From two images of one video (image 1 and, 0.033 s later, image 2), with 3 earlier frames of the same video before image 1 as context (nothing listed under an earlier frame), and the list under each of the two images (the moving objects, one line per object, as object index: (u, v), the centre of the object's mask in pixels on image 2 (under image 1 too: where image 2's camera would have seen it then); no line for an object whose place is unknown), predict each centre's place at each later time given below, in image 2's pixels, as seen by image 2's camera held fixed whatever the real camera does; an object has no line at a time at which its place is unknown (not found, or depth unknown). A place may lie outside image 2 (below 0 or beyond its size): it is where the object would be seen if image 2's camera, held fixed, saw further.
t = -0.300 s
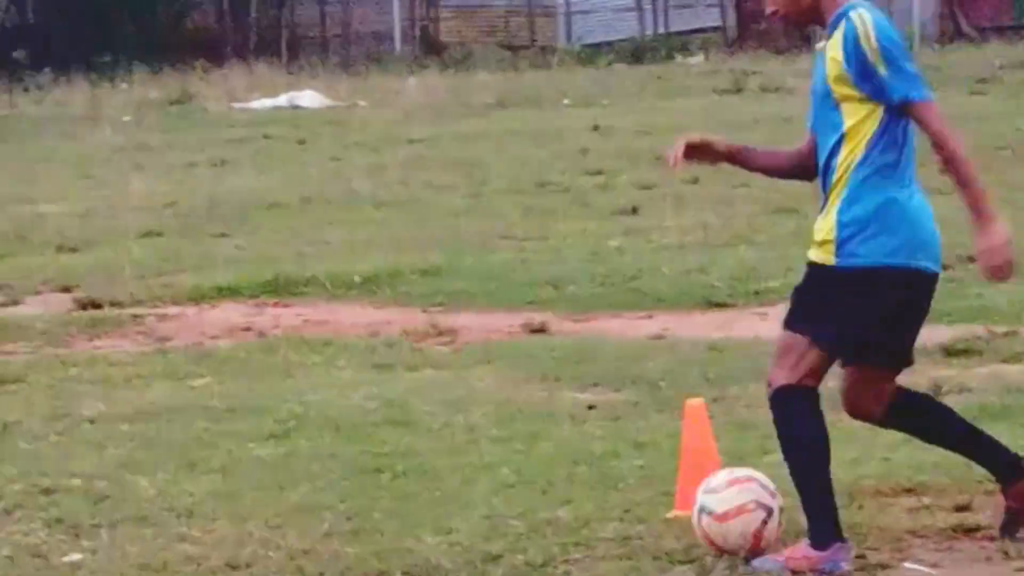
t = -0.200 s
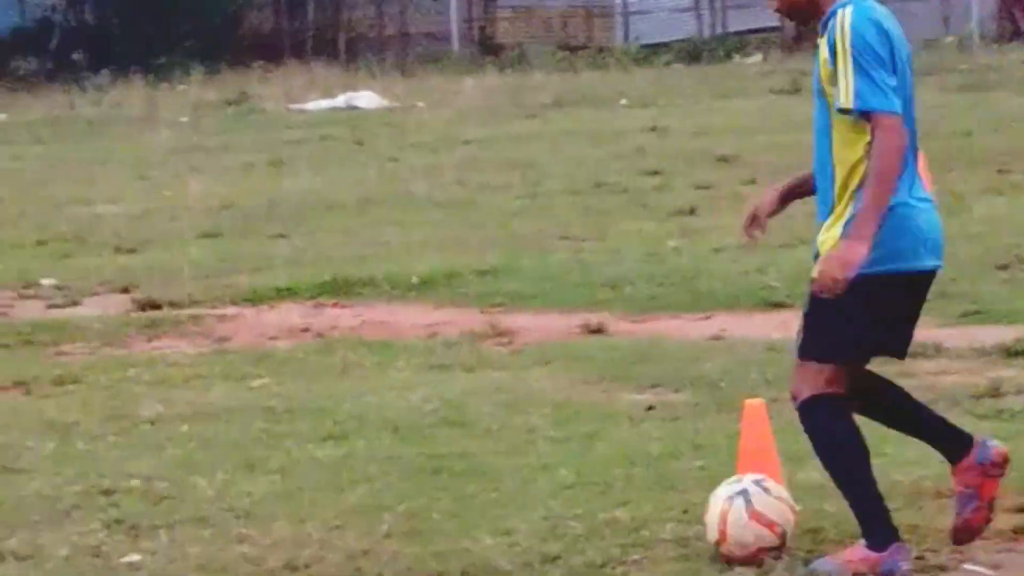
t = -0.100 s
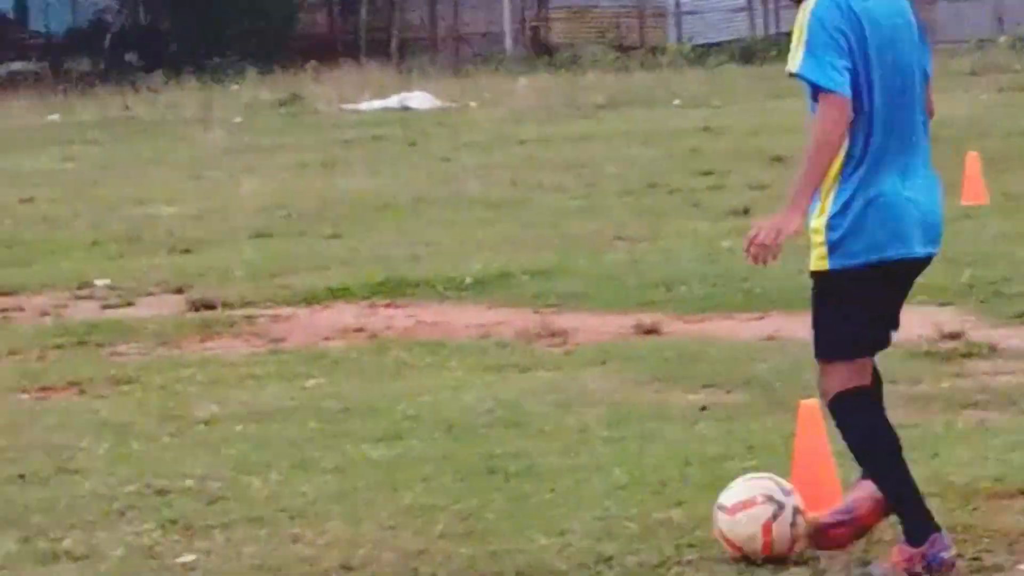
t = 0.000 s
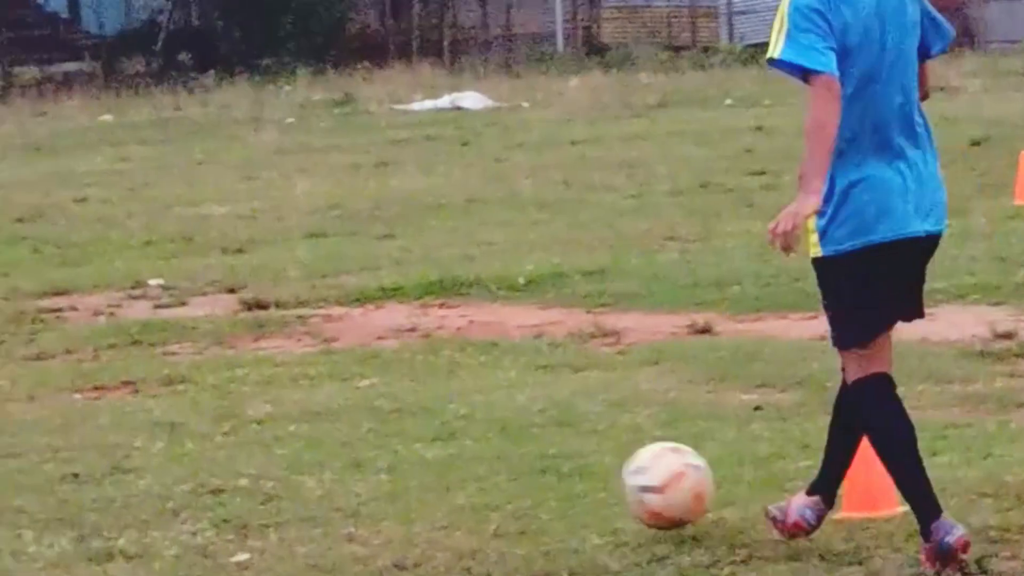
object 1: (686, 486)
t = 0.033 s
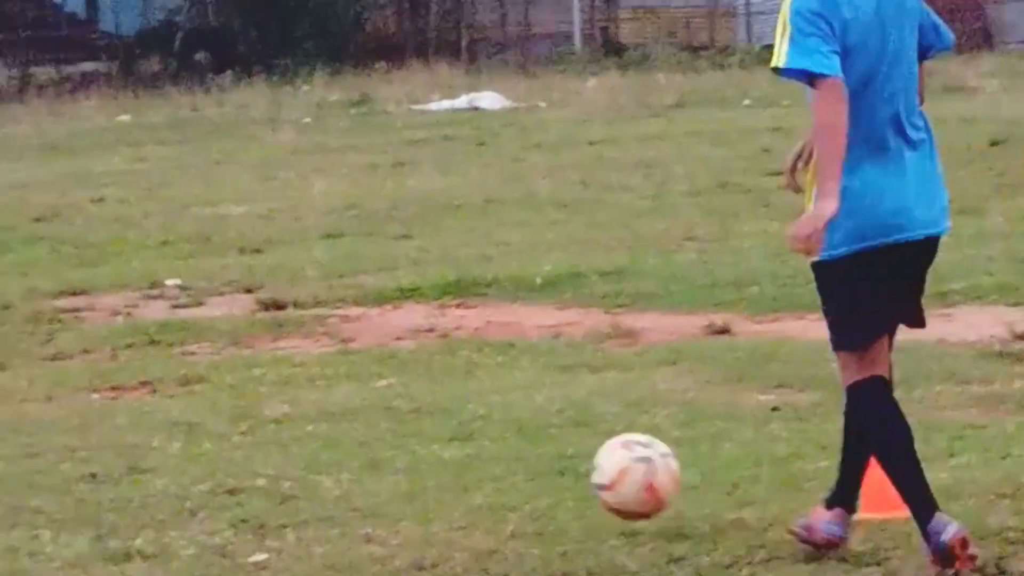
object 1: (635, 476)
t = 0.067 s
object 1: (586, 471)
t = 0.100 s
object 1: (541, 469)
